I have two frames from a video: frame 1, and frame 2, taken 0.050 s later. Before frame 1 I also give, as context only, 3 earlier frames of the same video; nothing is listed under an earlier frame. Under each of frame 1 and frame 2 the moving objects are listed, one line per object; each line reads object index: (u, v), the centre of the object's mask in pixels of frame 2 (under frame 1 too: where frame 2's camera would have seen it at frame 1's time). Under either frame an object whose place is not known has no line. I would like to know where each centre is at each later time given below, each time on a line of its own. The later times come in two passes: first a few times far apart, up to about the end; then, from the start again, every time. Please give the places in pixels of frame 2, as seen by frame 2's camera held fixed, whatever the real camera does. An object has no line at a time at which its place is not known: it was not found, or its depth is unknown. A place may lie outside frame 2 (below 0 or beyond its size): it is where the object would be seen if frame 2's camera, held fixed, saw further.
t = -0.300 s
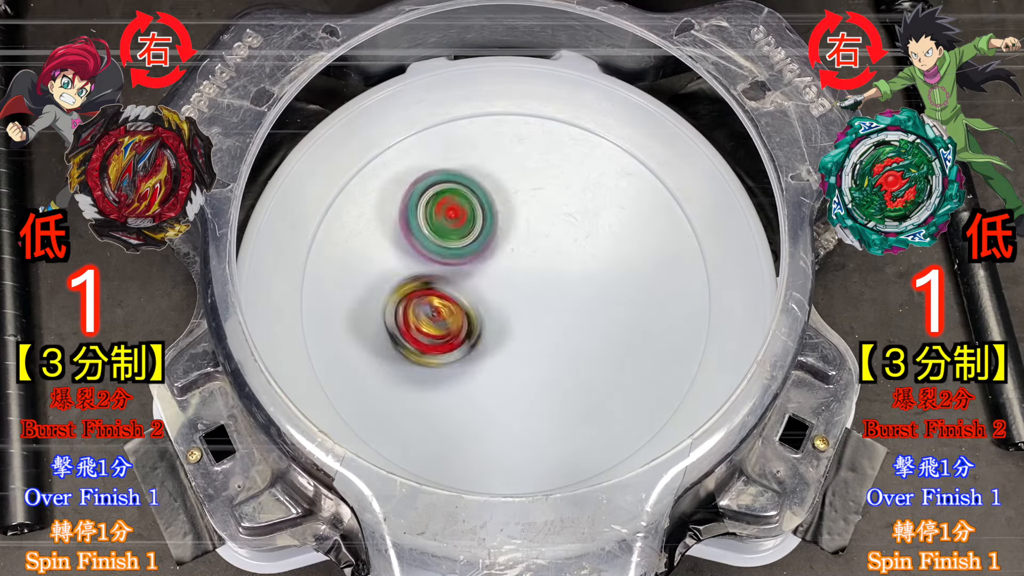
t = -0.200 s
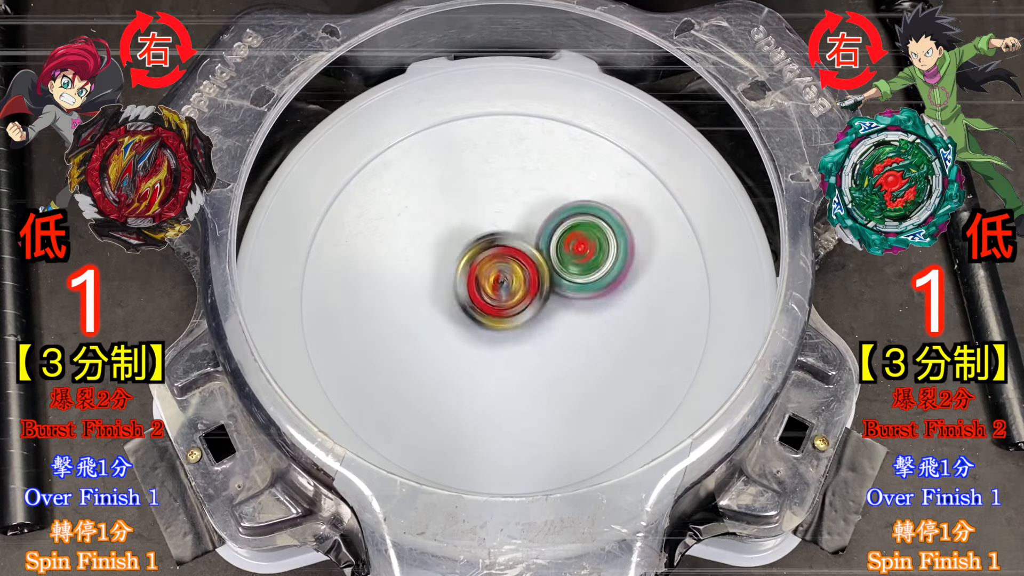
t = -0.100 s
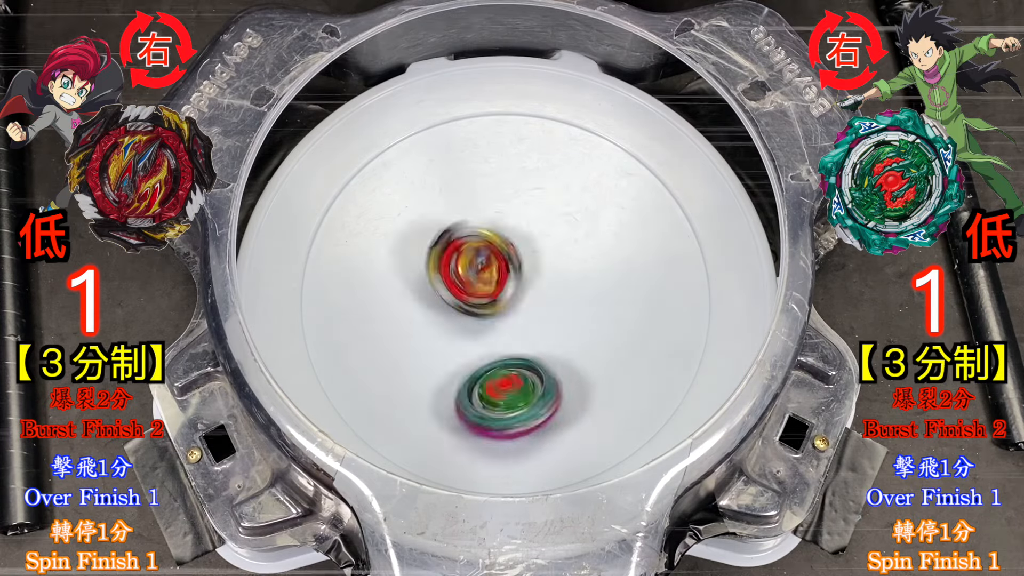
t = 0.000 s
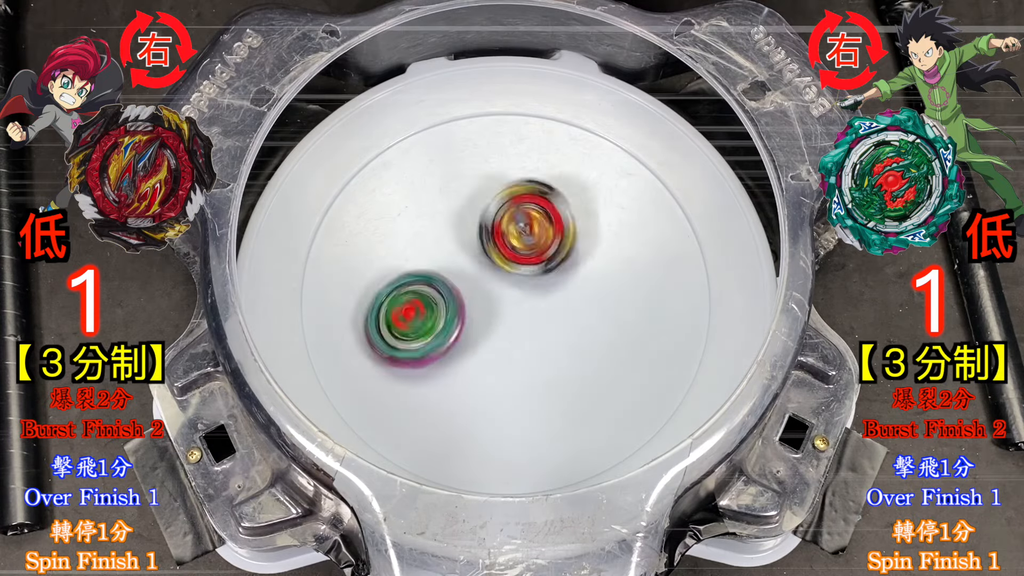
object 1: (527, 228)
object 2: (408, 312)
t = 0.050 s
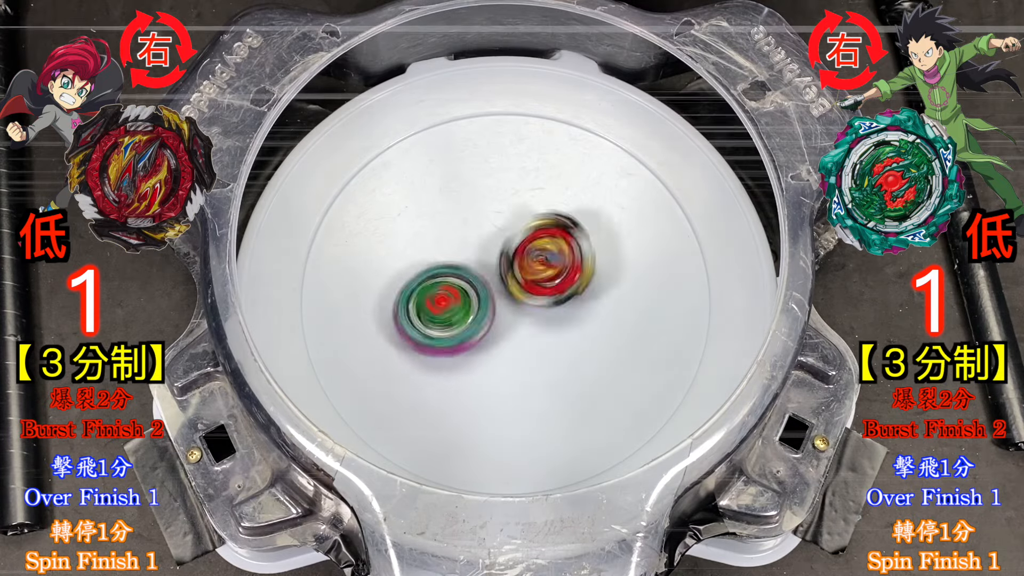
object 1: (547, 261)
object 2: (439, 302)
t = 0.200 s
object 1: (581, 315)
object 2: (403, 310)
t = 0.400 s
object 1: (519, 313)
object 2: (422, 287)
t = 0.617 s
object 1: (547, 313)
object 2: (421, 254)
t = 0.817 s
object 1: (560, 301)
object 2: (460, 262)
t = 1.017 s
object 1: (577, 329)
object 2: (524, 236)
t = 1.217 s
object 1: (566, 321)
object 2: (535, 199)
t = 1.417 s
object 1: (523, 295)
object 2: (520, 198)
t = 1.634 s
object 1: (465, 307)
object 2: (537, 210)
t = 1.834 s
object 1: (470, 297)
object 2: (545, 249)
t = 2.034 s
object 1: (470, 295)
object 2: (564, 282)
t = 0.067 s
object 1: (548, 269)
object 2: (442, 304)
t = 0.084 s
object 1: (546, 276)
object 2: (445, 306)
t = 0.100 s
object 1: (560, 284)
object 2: (433, 306)
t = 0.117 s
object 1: (573, 289)
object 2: (421, 308)
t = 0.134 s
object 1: (584, 294)
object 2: (414, 308)
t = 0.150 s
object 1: (586, 301)
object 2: (408, 309)
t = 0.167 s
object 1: (586, 307)
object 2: (406, 310)
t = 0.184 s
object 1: (584, 311)
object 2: (405, 310)
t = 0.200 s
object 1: (581, 315)
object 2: (403, 310)
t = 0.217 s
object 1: (576, 319)
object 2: (402, 309)
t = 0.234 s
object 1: (570, 321)
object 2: (403, 307)
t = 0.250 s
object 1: (564, 323)
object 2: (405, 305)
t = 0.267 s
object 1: (556, 324)
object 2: (407, 303)
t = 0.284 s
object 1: (544, 324)
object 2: (412, 297)
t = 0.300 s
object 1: (540, 323)
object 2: (412, 298)
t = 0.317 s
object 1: (535, 322)
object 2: (414, 295)
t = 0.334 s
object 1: (532, 321)
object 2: (415, 294)
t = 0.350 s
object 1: (527, 319)
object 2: (418, 292)
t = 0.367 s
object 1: (525, 317)
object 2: (418, 291)
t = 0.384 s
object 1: (521, 316)
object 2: (421, 289)
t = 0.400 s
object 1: (519, 313)
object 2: (422, 287)
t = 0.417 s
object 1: (517, 312)
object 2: (425, 286)
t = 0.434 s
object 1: (516, 311)
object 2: (423, 283)
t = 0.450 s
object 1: (523, 314)
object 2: (419, 278)
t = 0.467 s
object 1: (529, 317)
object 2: (415, 273)
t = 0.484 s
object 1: (532, 320)
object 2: (412, 267)
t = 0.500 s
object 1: (535, 321)
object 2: (410, 264)
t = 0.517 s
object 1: (538, 321)
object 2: (410, 261)
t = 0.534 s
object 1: (540, 321)
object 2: (411, 258)
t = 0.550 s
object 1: (541, 319)
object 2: (412, 257)
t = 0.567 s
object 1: (543, 318)
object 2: (413, 256)
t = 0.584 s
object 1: (544, 317)
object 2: (416, 255)
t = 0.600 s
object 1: (545, 315)
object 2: (417, 255)
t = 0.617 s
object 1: (547, 313)
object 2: (421, 254)
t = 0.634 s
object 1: (548, 312)
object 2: (425, 254)
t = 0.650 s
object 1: (550, 311)
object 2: (427, 254)
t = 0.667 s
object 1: (551, 309)
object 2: (430, 255)
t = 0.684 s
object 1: (553, 308)
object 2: (433, 255)
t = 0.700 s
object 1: (554, 307)
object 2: (437, 255)
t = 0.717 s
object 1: (556, 307)
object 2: (441, 255)
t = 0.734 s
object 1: (557, 307)
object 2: (445, 255)
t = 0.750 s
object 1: (557, 306)
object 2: (447, 257)
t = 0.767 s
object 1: (558, 305)
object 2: (451, 257)
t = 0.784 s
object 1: (558, 304)
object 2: (455, 259)
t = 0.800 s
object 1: (560, 302)
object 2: (458, 260)
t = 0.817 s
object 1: (560, 301)
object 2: (460, 262)
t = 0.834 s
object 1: (563, 300)
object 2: (465, 262)
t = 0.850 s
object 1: (565, 302)
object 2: (468, 264)
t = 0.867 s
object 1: (568, 307)
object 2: (471, 264)
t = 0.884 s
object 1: (568, 309)
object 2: (476, 265)
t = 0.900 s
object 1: (569, 312)
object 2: (480, 264)
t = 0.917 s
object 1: (571, 317)
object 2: (486, 260)
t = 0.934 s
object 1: (574, 321)
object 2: (491, 257)
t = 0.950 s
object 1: (575, 325)
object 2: (498, 254)
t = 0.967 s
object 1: (575, 325)
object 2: (506, 251)
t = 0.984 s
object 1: (577, 327)
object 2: (511, 248)
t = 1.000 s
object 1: (578, 328)
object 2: (518, 241)
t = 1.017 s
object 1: (577, 329)
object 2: (524, 236)
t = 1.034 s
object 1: (576, 330)
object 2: (529, 231)
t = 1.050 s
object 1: (574, 331)
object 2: (533, 227)
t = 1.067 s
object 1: (575, 329)
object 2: (535, 222)
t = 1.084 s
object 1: (575, 328)
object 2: (537, 219)
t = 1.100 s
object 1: (574, 326)
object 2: (538, 214)
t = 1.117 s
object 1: (575, 326)
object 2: (538, 211)
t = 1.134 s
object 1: (574, 326)
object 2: (538, 207)
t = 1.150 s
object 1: (573, 325)
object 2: (538, 205)
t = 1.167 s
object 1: (572, 323)
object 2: (538, 204)
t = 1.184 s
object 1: (570, 322)
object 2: (535, 202)
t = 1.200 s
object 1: (568, 322)
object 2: (534, 200)
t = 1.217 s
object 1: (566, 321)
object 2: (535, 199)
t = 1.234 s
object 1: (564, 320)
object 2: (531, 199)
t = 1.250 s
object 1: (561, 319)
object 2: (530, 198)
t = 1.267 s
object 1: (558, 317)
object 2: (530, 197)
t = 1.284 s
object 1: (555, 315)
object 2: (529, 198)
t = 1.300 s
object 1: (551, 312)
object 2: (527, 197)
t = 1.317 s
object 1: (547, 310)
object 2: (526, 197)
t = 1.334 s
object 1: (543, 309)
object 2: (525, 197)
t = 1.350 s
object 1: (539, 307)
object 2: (525, 197)
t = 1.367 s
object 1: (534, 305)
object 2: (523, 198)
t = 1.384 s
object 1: (530, 301)
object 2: (523, 198)
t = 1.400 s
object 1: (527, 298)
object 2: (522, 197)
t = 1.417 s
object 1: (523, 295)
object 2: (520, 198)
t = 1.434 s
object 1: (519, 292)
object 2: (520, 199)
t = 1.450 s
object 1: (509, 292)
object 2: (525, 195)
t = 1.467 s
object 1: (499, 293)
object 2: (529, 195)
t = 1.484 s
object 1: (491, 292)
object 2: (533, 197)
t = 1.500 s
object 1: (482, 294)
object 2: (534, 198)
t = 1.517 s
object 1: (475, 297)
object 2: (536, 198)
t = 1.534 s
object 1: (468, 300)
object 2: (536, 200)
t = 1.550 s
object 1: (465, 301)
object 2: (538, 200)
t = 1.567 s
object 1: (462, 303)
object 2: (536, 203)
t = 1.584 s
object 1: (461, 305)
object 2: (537, 203)
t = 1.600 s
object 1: (462, 307)
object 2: (537, 206)
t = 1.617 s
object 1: (464, 307)
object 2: (538, 207)
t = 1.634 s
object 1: (465, 307)
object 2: (537, 210)
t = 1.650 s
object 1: (466, 307)
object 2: (536, 213)
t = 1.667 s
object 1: (467, 306)
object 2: (537, 214)
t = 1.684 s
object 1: (467, 304)
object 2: (537, 217)
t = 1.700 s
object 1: (467, 302)
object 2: (537, 219)
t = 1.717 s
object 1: (468, 300)
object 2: (538, 222)
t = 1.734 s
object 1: (468, 298)
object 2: (538, 226)
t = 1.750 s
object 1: (469, 297)
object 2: (540, 229)
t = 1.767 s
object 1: (469, 297)
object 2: (541, 232)
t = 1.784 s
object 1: (470, 297)
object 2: (542, 236)
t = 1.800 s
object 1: (470, 297)
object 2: (543, 241)
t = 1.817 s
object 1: (470, 297)
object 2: (543, 245)
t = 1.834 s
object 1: (470, 297)
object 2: (545, 249)
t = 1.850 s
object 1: (470, 297)
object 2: (548, 251)
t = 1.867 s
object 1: (468, 297)
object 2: (549, 256)
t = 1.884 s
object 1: (468, 297)
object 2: (550, 261)
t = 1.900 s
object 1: (468, 297)
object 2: (552, 265)
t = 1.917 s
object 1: (468, 297)
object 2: (553, 269)
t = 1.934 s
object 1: (469, 296)
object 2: (555, 270)
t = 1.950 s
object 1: (470, 295)
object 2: (556, 273)
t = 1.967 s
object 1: (471, 295)
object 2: (558, 275)
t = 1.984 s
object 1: (471, 295)
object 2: (560, 277)
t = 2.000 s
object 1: (471, 295)
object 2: (561, 280)
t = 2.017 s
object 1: (470, 295)
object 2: (563, 281)
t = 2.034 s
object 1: (470, 295)
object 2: (564, 282)
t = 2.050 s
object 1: (470, 295)
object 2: (566, 282)
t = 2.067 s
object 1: (470, 295)
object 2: (564, 283)
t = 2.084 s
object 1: (470, 295)
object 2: (564, 283)
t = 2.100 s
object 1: (470, 295)
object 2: (563, 283)
